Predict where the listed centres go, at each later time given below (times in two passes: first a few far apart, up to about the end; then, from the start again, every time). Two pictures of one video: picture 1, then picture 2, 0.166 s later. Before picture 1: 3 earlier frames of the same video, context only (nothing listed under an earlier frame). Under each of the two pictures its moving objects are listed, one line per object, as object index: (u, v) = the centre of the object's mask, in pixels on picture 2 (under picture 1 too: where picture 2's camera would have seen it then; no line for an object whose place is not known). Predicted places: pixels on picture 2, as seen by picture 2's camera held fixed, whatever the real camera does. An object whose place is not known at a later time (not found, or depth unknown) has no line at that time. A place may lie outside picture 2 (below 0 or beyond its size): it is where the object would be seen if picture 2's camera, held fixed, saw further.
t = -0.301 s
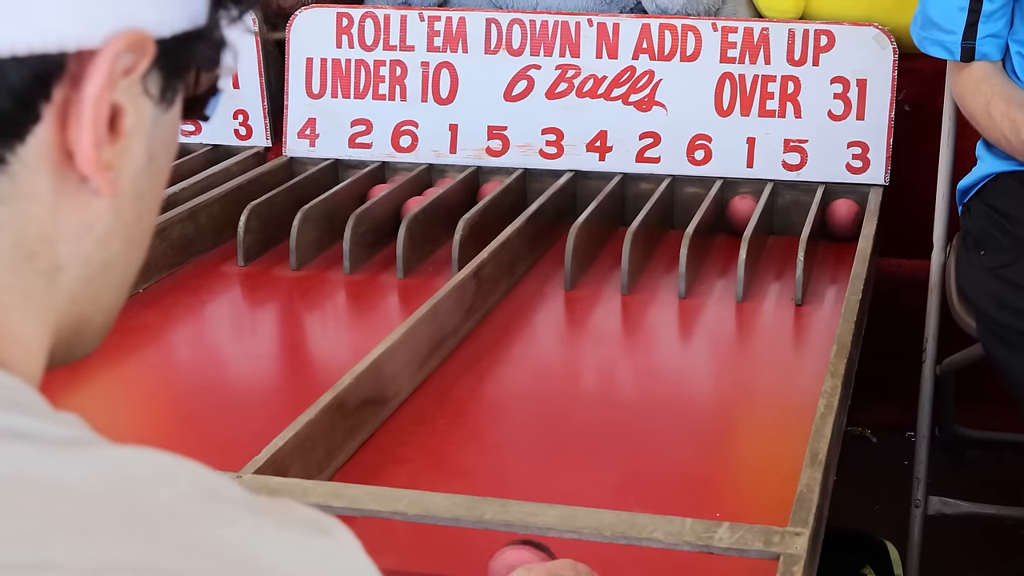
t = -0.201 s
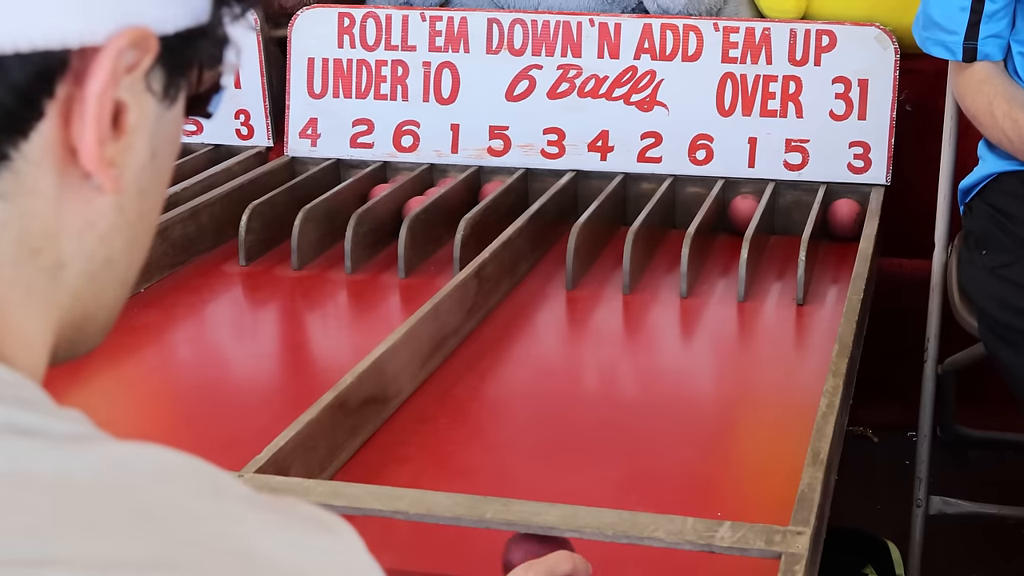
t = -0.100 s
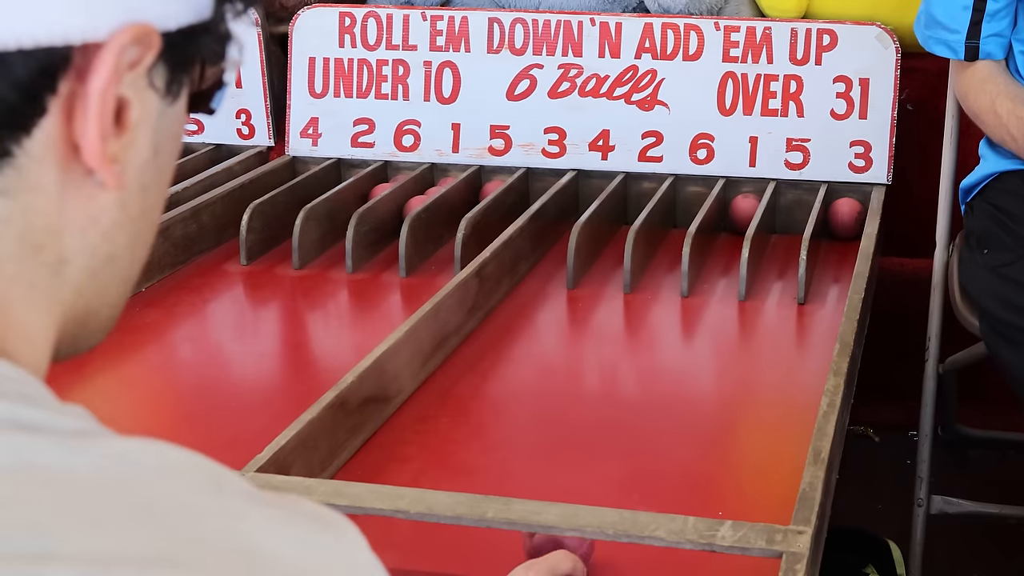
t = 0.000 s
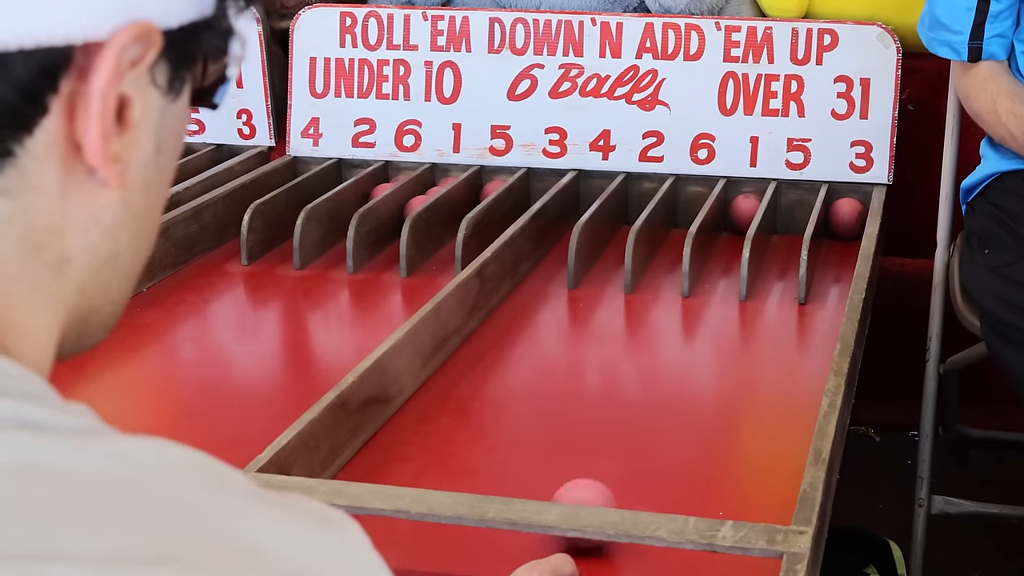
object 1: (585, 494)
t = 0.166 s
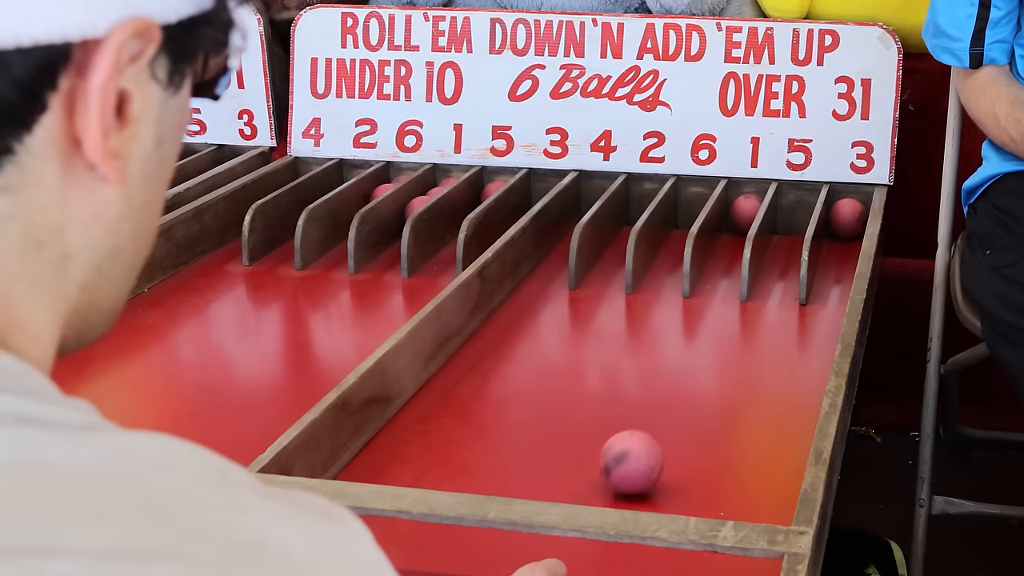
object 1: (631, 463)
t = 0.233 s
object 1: (651, 440)
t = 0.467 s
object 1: (721, 362)
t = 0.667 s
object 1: (778, 292)
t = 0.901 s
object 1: (697, 289)
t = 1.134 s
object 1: (638, 292)
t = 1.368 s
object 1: (596, 271)
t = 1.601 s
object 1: (608, 257)
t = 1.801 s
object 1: (618, 237)
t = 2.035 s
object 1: (642, 200)
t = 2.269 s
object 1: (628, 219)
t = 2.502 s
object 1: (626, 223)
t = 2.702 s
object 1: (633, 212)
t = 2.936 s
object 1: (639, 205)
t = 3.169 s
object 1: (638, 205)
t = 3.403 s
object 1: (641, 202)
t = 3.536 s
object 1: (642, 201)
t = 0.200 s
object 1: (640, 452)
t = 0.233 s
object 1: (651, 440)
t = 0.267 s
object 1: (661, 429)
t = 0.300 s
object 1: (671, 418)
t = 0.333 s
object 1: (681, 407)
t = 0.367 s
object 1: (692, 395)
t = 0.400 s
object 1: (702, 385)
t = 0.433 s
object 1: (712, 371)
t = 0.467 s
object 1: (721, 362)
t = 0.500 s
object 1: (731, 347)
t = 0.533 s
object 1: (741, 336)
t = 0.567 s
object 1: (751, 325)
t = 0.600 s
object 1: (760, 314)
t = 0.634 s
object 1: (770, 302)
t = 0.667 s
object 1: (778, 292)
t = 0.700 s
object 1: (770, 279)
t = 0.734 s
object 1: (752, 272)
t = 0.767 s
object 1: (740, 272)
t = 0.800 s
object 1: (728, 279)
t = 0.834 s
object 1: (716, 293)
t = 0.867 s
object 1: (706, 293)
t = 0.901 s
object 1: (697, 289)
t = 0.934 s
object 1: (689, 292)
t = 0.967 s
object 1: (680, 298)
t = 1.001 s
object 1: (671, 293)
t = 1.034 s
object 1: (661, 295)
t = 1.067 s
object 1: (654, 294)
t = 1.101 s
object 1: (645, 294)
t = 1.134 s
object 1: (638, 292)
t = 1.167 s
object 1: (630, 291)
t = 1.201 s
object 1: (624, 288)
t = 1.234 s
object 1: (617, 285)
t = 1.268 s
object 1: (612, 282)
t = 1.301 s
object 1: (605, 278)
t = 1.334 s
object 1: (601, 275)
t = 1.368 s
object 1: (596, 271)
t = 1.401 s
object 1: (602, 269)
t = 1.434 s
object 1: (600, 267)
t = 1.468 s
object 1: (601, 265)
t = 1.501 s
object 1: (604, 263)
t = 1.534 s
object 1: (607, 261)
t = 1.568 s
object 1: (608, 259)
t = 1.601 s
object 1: (608, 257)
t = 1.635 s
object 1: (609, 254)
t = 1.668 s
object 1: (610, 252)
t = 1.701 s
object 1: (612, 248)
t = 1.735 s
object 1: (613, 244)
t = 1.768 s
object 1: (615, 241)
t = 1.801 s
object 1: (618, 237)
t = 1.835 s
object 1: (620, 232)
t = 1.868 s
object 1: (623, 228)
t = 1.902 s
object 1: (628, 220)
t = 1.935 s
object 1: (632, 214)
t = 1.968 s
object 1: (636, 209)
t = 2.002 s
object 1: (639, 204)
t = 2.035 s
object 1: (642, 200)
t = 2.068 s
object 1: (640, 202)
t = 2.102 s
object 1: (636, 208)
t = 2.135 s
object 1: (634, 209)
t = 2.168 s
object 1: (631, 213)
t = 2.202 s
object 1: (630, 215)
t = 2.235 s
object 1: (629, 217)
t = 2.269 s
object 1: (628, 219)
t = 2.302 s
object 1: (627, 220)
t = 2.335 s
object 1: (627, 222)
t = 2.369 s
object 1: (626, 223)
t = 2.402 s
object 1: (626, 223)
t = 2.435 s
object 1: (626, 224)
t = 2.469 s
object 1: (626, 224)
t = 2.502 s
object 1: (626, 223)
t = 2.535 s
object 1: (626, 222)
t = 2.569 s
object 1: (628, 220)
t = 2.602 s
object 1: (629, 218)
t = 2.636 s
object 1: (630, 217)
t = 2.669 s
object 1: (631, 215)
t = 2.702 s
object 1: (633, 212)
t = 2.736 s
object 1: (634, 210)
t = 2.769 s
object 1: (636, 208)
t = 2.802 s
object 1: (638, 205)
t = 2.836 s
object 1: (640, 203)
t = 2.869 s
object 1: (642, 201)
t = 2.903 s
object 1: (640, 203)
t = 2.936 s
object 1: (639, 205)
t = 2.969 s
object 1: (638, 206)
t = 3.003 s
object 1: (638, 206)
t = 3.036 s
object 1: (637, 206)
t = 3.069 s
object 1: (637, 207)
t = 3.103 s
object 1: (637, 207)
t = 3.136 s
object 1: (638, 206)
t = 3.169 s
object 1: (638, 205)
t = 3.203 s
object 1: (638, 205)
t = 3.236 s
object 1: (640, 203)
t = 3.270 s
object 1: (641, 202)
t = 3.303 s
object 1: (641, 201)
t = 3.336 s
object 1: (641, 202)
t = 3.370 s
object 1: (640, 203)
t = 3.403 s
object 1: (641, 202)
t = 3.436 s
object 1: (641, 202)
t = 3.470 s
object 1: (641, 202)
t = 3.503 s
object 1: (641, 202)
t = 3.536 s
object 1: (642, 201)
